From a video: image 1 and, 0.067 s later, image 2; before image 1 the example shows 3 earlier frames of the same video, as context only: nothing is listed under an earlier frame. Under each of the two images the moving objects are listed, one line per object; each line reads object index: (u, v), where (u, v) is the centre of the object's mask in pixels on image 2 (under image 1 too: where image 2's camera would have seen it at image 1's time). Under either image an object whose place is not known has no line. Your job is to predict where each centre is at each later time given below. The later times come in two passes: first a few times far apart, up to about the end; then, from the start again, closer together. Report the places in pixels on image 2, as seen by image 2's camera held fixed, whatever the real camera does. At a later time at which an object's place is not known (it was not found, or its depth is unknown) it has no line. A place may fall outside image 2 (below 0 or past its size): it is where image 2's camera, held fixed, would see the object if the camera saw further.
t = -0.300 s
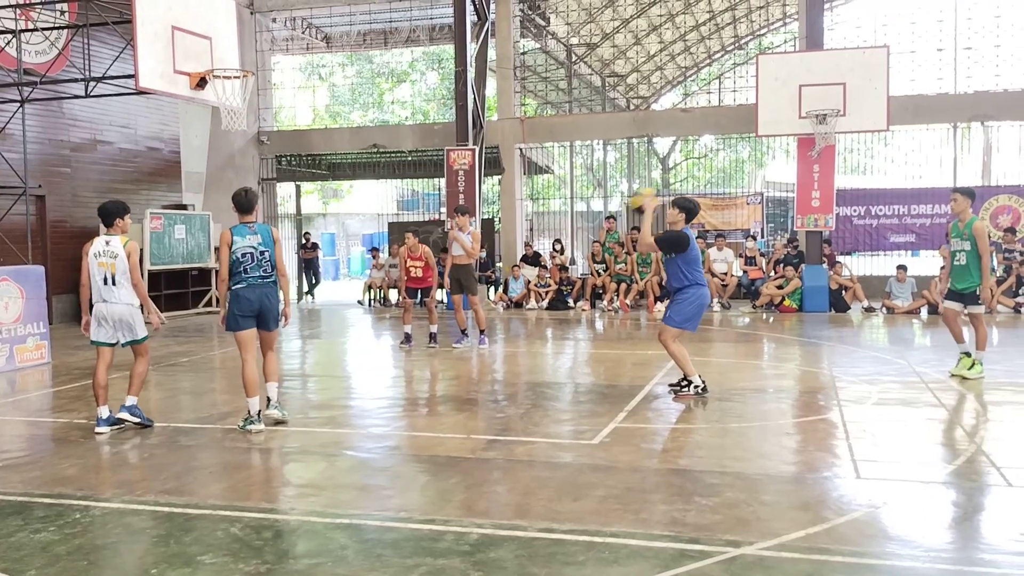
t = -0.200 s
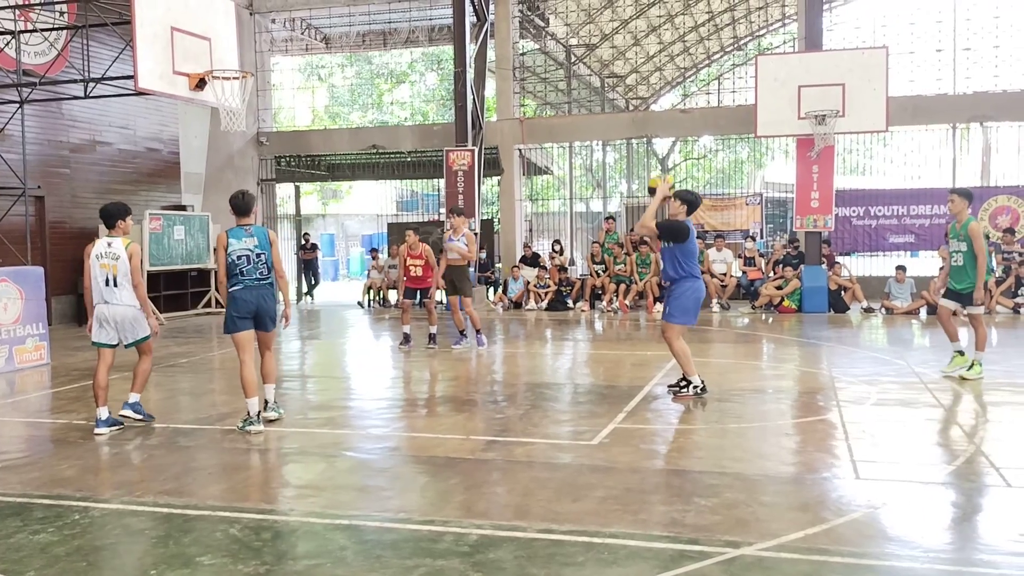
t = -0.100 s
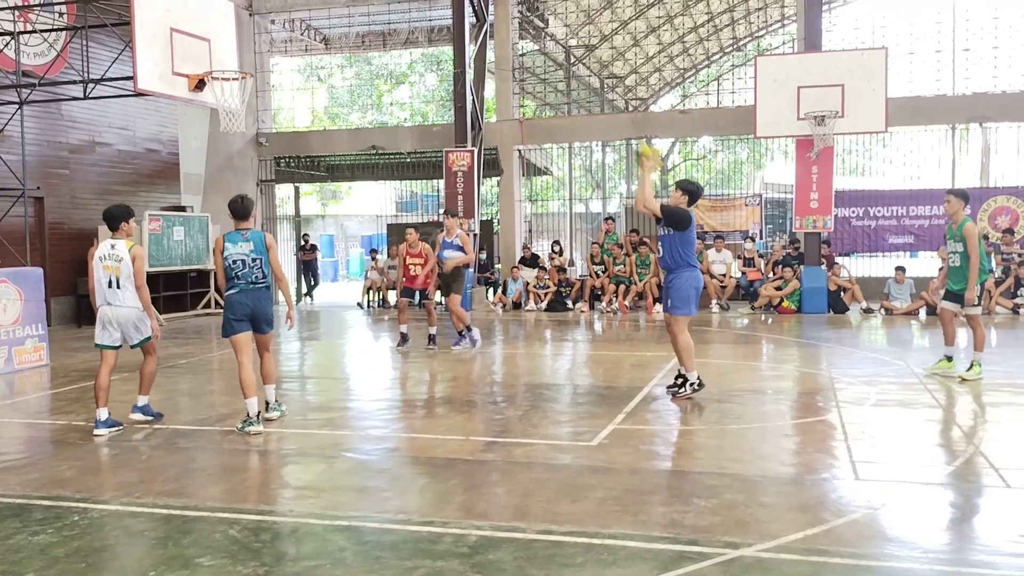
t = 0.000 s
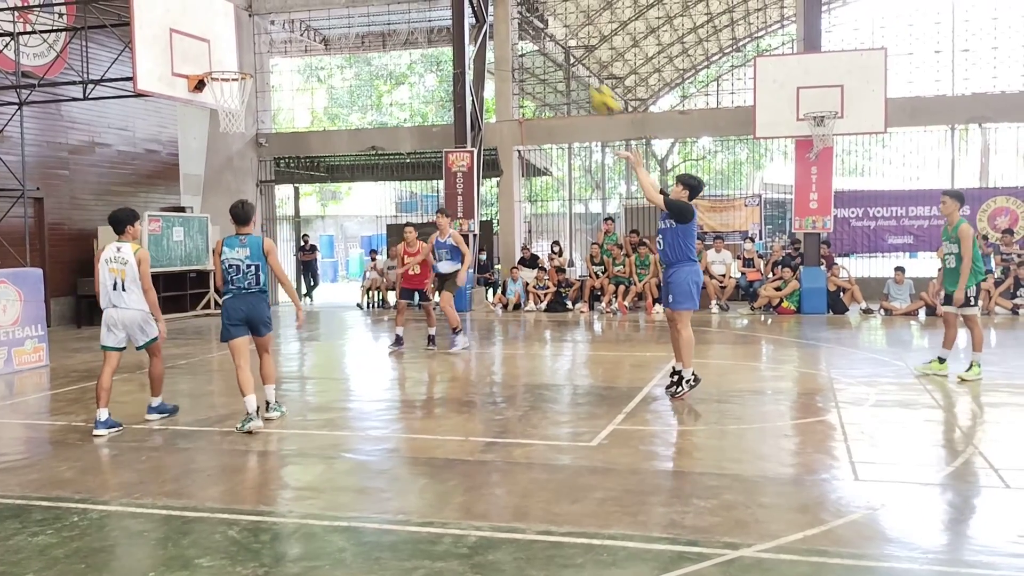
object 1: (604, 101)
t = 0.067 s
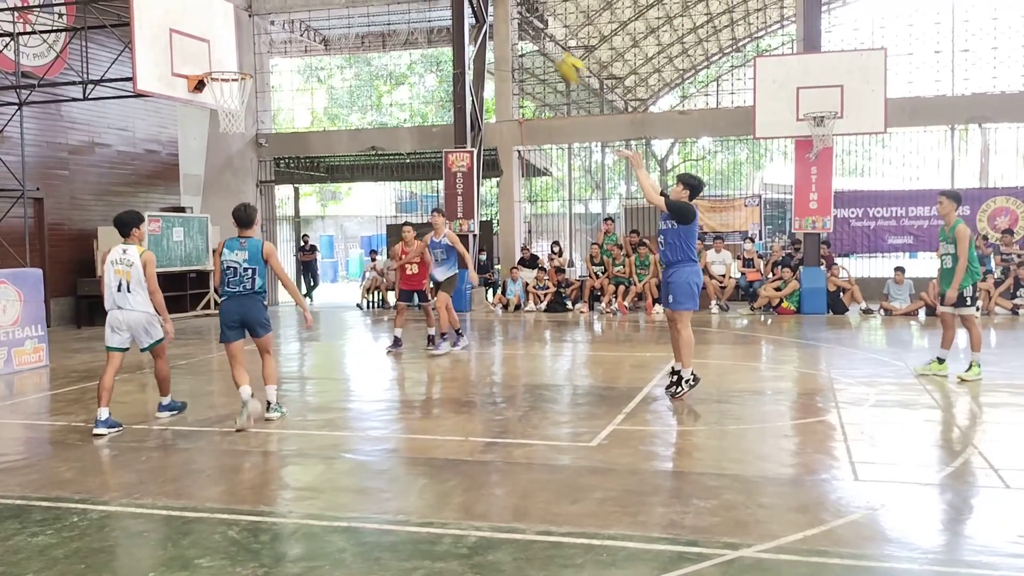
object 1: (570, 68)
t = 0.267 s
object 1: (477, 7)
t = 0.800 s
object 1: (262, 30)
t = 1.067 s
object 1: (238, 118)
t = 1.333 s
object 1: (261, 152)
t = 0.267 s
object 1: (477, 7)
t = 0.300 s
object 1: (460, 3)
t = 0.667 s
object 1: (311, 3)
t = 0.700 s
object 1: (299, 7)
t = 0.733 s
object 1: (286, 11)
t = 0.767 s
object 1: (274, 20)
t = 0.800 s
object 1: (262, 30)
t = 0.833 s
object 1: (250, 41)
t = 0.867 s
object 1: (240, 53)
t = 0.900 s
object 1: (227, 65)
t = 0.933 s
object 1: (220, 81)
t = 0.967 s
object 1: (223, 92)
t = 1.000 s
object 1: (228, 106)
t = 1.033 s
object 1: (233, 115)
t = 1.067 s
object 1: (238, 118)
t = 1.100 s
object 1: (242, 121)
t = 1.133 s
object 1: (244, 125)
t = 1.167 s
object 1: (247, 125)
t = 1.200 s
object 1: (250, 129)
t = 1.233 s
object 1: (253, 133)
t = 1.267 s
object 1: (256, 138)
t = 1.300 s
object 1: (258, 145)
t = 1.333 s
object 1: (261, 152)
